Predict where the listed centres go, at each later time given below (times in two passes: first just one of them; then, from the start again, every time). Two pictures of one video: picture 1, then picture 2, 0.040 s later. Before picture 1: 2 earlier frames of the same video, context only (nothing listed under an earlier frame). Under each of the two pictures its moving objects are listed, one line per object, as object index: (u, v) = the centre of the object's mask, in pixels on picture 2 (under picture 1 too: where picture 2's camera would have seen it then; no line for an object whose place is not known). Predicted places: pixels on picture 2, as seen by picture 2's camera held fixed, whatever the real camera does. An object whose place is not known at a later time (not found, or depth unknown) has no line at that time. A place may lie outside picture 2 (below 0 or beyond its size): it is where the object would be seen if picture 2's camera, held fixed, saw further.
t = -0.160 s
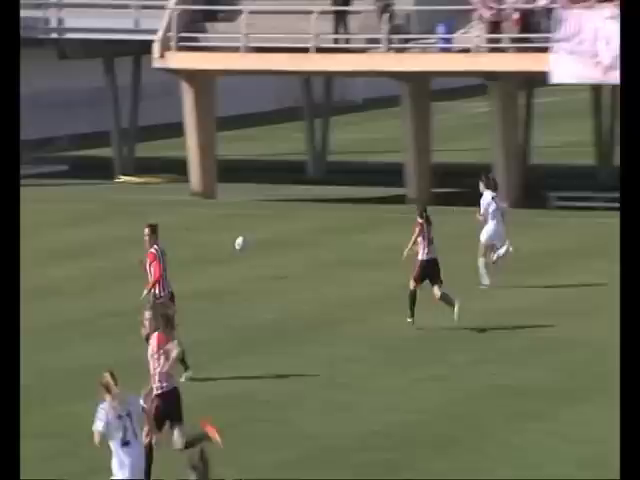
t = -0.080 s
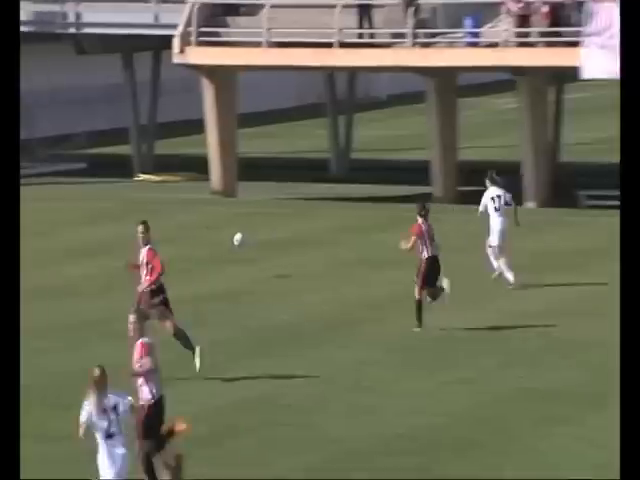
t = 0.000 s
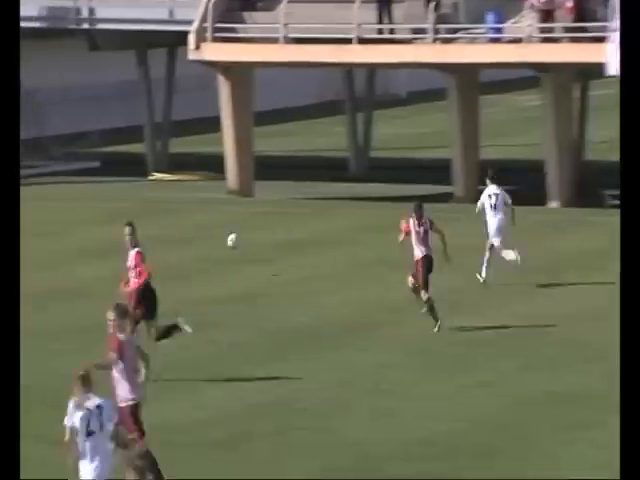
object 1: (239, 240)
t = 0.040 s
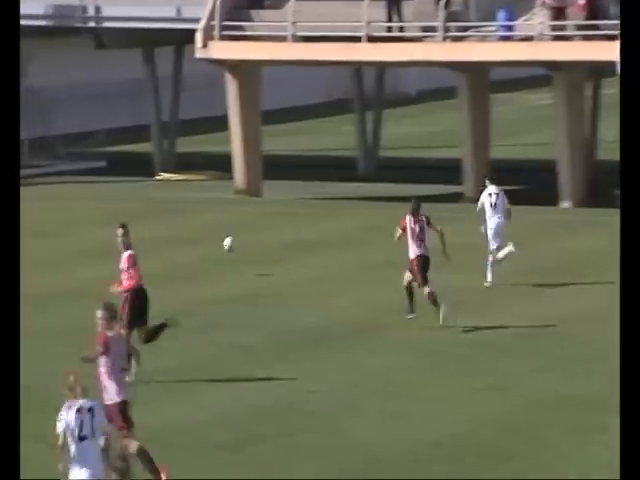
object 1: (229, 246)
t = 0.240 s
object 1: (175, 258)
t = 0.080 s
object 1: (216, 247)
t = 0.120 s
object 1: (205, 252)
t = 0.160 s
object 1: (193, 258)
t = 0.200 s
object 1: (184, 265)
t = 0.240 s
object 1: (175, 258)
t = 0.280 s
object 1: (168, 252)
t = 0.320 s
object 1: (160, 247)
